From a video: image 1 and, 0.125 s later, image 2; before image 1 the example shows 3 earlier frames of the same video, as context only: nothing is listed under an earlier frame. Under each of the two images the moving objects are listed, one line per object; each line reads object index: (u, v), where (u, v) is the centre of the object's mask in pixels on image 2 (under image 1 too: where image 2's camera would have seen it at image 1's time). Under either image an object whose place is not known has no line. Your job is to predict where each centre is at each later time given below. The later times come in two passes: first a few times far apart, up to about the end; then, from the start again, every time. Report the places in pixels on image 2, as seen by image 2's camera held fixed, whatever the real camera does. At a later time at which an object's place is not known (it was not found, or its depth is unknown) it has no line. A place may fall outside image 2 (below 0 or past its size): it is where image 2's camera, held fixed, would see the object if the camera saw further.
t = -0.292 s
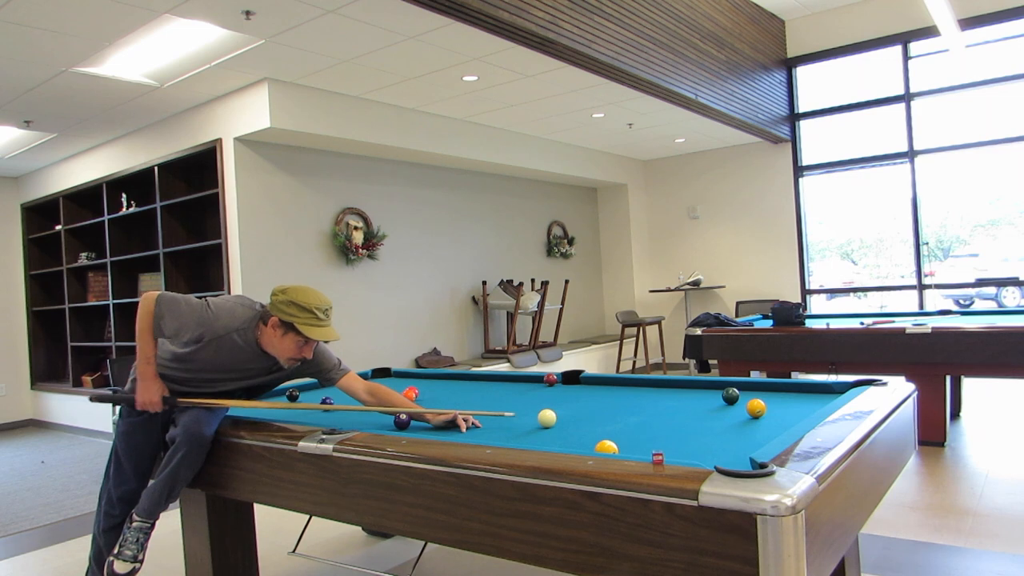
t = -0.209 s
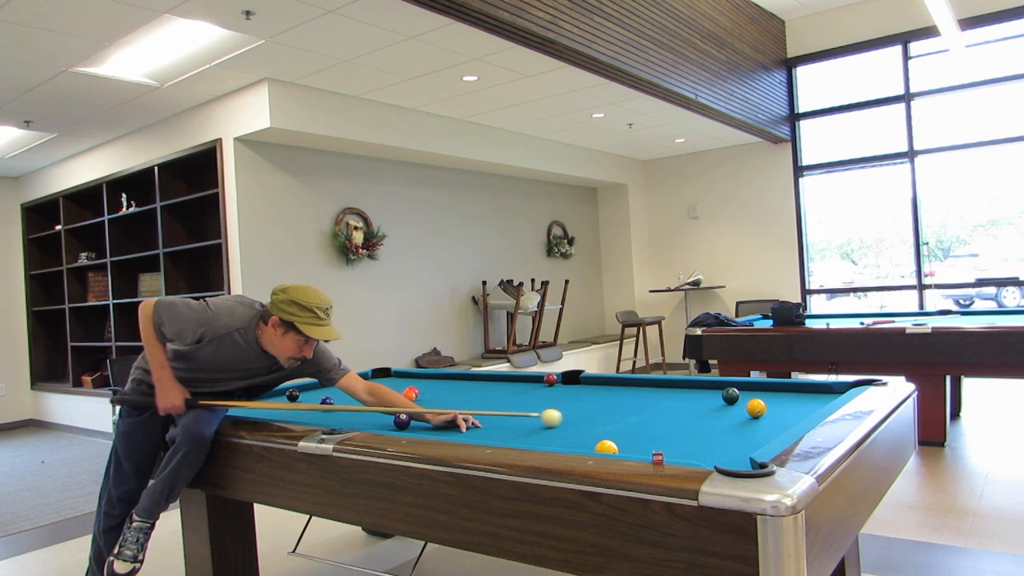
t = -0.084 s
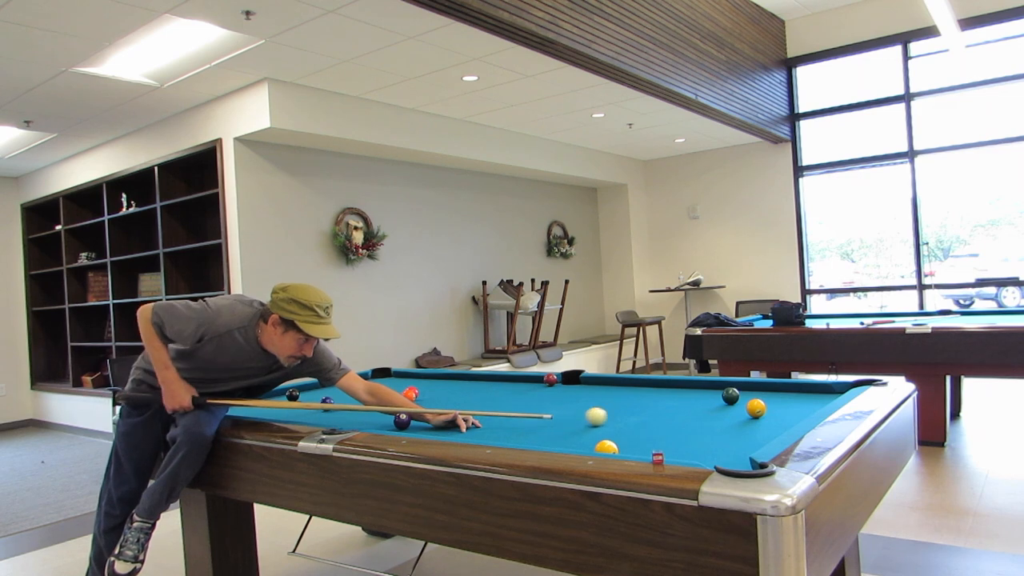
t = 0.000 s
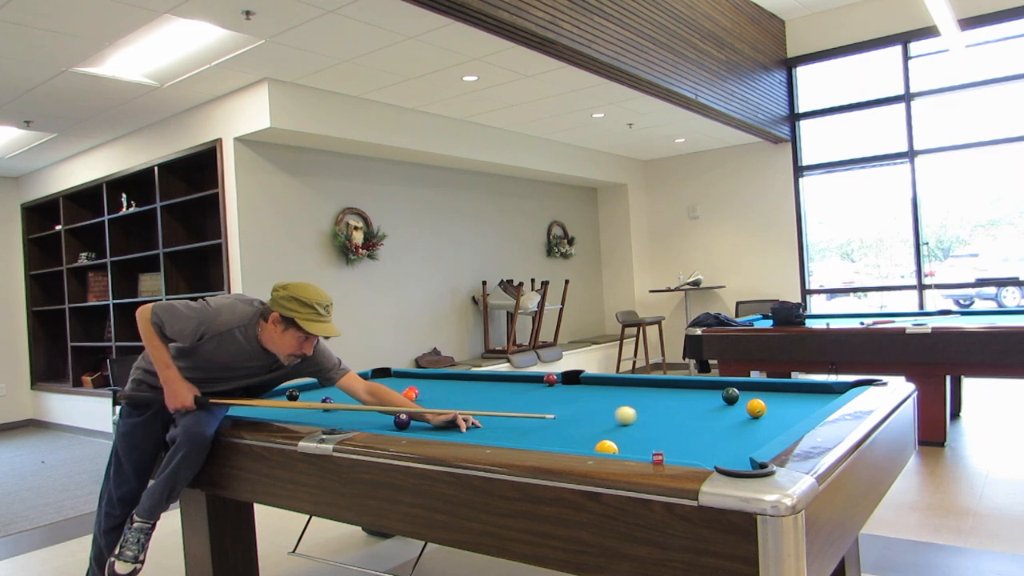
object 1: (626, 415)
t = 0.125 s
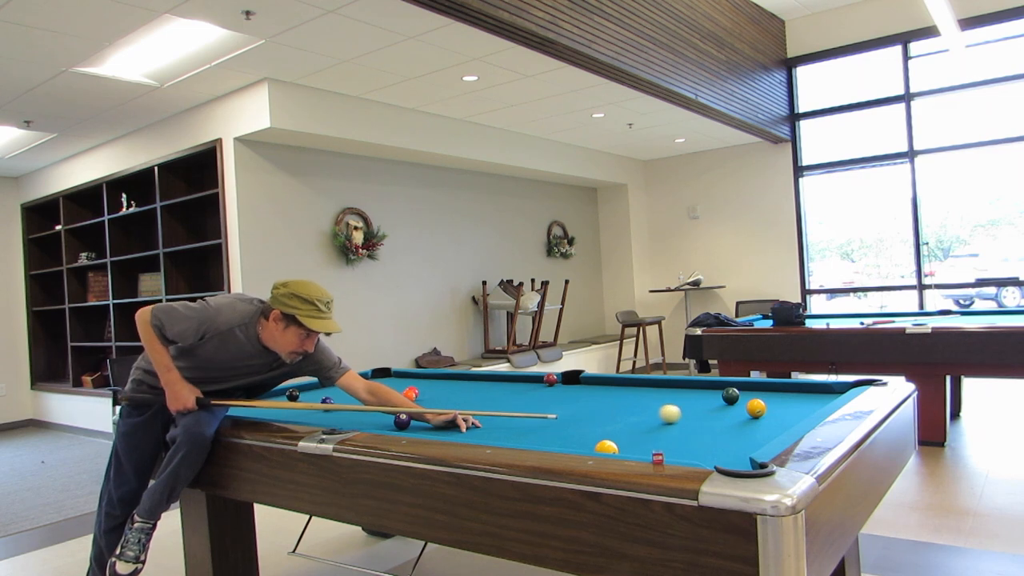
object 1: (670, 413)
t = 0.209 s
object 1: (699, 413)
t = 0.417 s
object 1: (764, 412)
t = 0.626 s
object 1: (799, 413)
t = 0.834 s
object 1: (769, 413)
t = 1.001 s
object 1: (746, 413)
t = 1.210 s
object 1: (719, 412)
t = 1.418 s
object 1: (694, 411)
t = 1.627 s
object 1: (672, 410)
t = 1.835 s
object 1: (652, 409)
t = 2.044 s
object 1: (633, 409)
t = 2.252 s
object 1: (616, 408)
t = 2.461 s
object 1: (599, 408)
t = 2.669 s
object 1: (585, 407)
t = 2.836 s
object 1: (574, 407)
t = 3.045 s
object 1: (562, 407)
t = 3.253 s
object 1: (551, 407)
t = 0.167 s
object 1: (684, 413)
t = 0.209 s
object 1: (699, 413)
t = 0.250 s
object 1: (714, 412)
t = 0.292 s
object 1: (729, 411)
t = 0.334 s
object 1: (744, 411)
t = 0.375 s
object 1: (754, 412)
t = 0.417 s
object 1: (764, 412)
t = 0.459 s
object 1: (775, 413)
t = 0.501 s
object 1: (786, 413)
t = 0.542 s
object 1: (797, 413)
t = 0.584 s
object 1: (805, 412)
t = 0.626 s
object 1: (799, 413)
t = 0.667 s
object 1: (793, 414)
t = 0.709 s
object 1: (787, 414)
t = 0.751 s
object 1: (781, 414)
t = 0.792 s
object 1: (775, 414)
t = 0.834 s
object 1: (769, 413)
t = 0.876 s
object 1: (763, 413)
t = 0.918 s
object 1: (757, 413)
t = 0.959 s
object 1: (751, 413)
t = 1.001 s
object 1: (746, 413)
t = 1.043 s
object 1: (740, 412)
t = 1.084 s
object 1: (735, 412)
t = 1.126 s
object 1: (730, 412)
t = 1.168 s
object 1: (724, 412)
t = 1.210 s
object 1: (719, 412)
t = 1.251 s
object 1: (714, 412)
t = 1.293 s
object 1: (709, 411)
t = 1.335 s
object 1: (704, 411)
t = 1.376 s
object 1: (699, 411)
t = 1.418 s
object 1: (694, 411)
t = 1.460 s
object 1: (690, 411)
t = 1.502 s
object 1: (686, 411)
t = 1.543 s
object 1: (681, 410)
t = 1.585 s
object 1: (677, 410)
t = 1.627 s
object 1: (672, 410)
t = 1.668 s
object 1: (668, 410)
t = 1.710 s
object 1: (664, 410)
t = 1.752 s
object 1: (660, 410)
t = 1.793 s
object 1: (656, 410)
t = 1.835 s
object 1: (652, 409)
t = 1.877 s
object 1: (648, 409)
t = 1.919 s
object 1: (644, 409)
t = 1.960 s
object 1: (640, 409)
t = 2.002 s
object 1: (636, 409)
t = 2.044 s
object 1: (633, 409)
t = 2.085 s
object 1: (629, 409)
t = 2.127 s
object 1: (626, 409)
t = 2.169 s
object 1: (622, 408)
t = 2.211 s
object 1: (619, 408)
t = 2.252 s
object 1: (616, 408)
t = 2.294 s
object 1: (612, 408)
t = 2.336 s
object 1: (609, 408)
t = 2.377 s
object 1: (606, 408)
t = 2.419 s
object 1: (602, 408)
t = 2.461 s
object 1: (599, 408)
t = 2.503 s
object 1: (597, 408)
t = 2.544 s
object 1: (594, 408)
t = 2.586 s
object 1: (591, 408)
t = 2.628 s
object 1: (588, 407)
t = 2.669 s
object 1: (585, 407)
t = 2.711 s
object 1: (582, 407)
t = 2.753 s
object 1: (580, 407)
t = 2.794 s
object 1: (577, 407)
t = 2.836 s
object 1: (574, 407)
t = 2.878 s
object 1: (572, 407)
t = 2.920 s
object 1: (570, 407)
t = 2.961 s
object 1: (567, 407)
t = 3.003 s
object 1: (565, 407)
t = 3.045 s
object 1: (562, 407)
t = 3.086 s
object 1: (560, 407)
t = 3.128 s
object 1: (558, 407)
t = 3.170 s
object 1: (556, 407)
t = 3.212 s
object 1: (554, 406)
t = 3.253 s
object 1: (551, 407)
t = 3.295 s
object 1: (549, 407)
